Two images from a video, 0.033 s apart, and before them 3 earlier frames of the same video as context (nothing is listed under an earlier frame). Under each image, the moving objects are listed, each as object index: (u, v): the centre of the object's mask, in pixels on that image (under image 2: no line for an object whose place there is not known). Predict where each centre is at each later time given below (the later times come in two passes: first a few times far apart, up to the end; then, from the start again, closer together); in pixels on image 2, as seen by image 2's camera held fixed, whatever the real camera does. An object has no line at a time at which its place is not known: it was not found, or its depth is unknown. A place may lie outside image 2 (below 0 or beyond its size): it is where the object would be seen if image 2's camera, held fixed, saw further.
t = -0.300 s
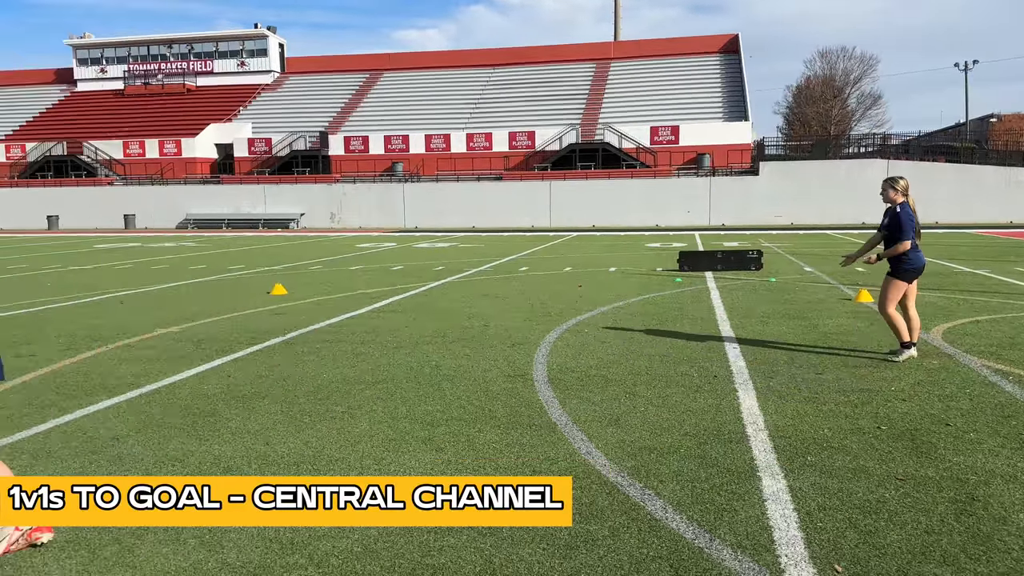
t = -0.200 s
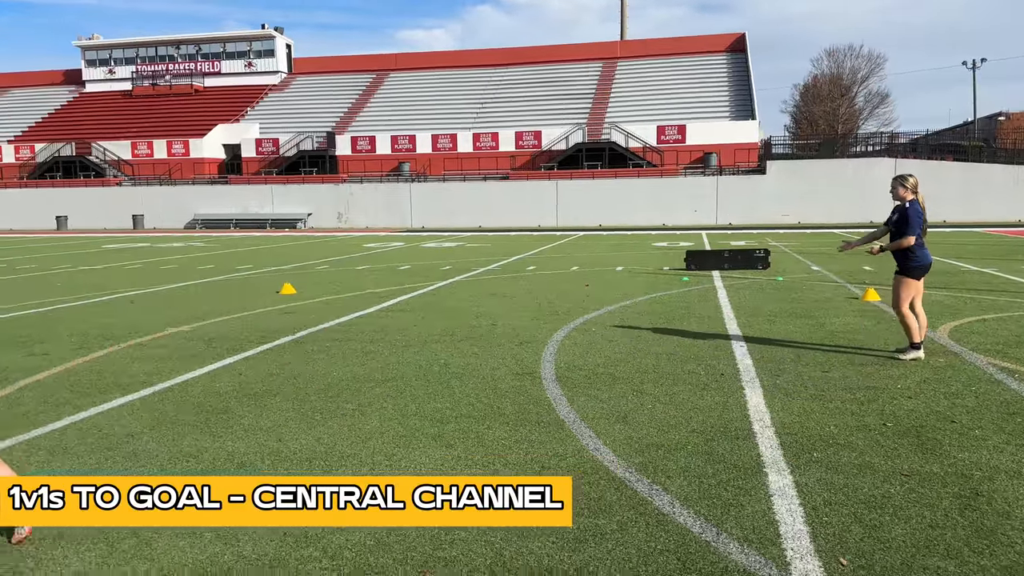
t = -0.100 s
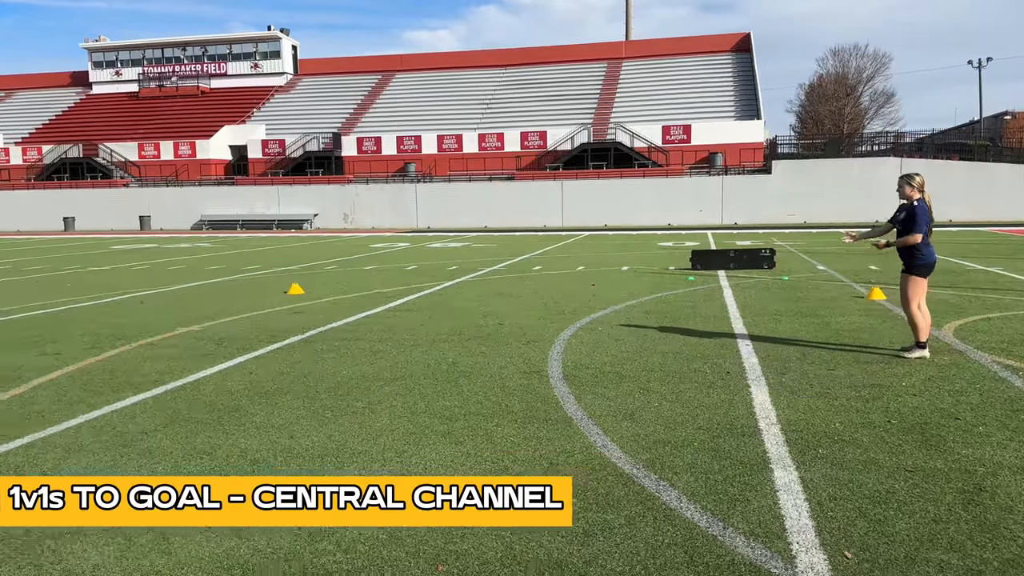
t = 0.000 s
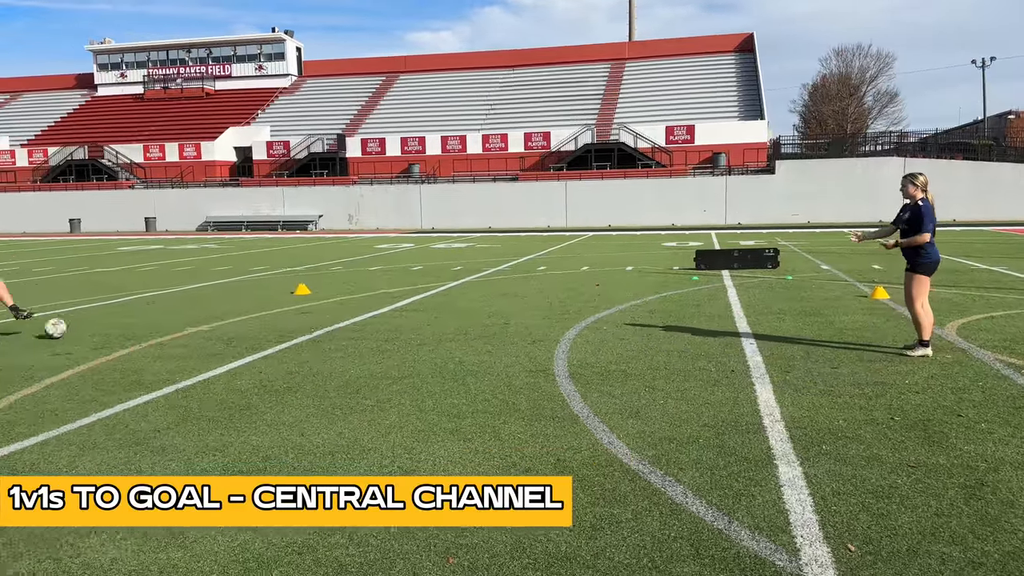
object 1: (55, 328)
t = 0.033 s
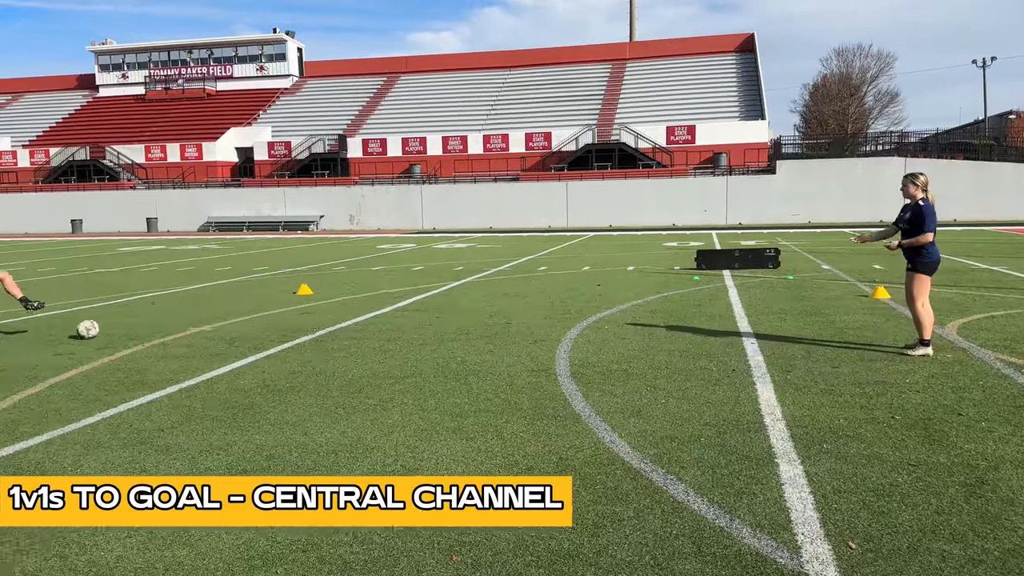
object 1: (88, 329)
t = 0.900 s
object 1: (692, 328)
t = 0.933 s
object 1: (713, 329)
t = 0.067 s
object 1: (116, 329)
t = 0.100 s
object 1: (143, 327)
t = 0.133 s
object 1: (172, 327)
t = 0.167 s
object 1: (199, 328)
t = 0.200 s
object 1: (228, 329)
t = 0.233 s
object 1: (253, 327)
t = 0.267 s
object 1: (279, 326)
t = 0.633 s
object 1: (529, 326)
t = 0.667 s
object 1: (550, 328)
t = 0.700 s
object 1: (571, 327)
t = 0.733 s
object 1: (590, 326)
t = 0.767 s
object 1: (610, 327)
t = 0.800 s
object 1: (630, 329)
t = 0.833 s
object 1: (651, 328)
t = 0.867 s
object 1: (671, 328)
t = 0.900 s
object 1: (692, 328)
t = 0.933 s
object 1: (713, 329)
